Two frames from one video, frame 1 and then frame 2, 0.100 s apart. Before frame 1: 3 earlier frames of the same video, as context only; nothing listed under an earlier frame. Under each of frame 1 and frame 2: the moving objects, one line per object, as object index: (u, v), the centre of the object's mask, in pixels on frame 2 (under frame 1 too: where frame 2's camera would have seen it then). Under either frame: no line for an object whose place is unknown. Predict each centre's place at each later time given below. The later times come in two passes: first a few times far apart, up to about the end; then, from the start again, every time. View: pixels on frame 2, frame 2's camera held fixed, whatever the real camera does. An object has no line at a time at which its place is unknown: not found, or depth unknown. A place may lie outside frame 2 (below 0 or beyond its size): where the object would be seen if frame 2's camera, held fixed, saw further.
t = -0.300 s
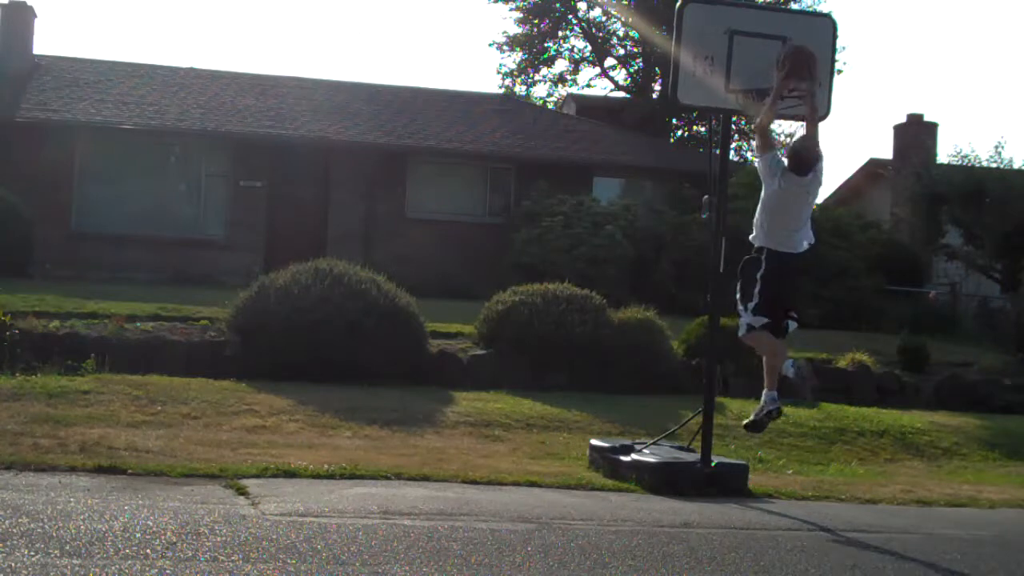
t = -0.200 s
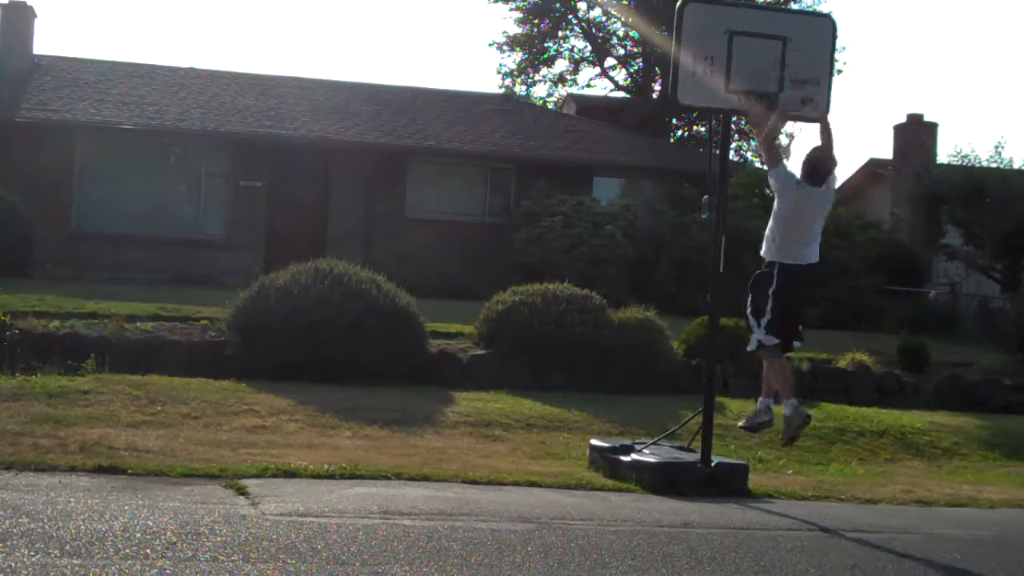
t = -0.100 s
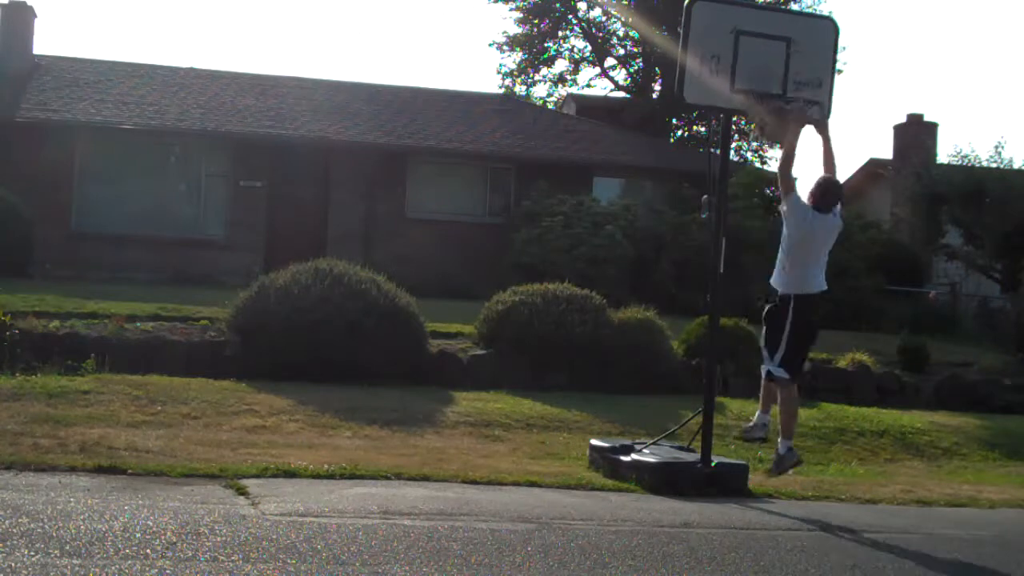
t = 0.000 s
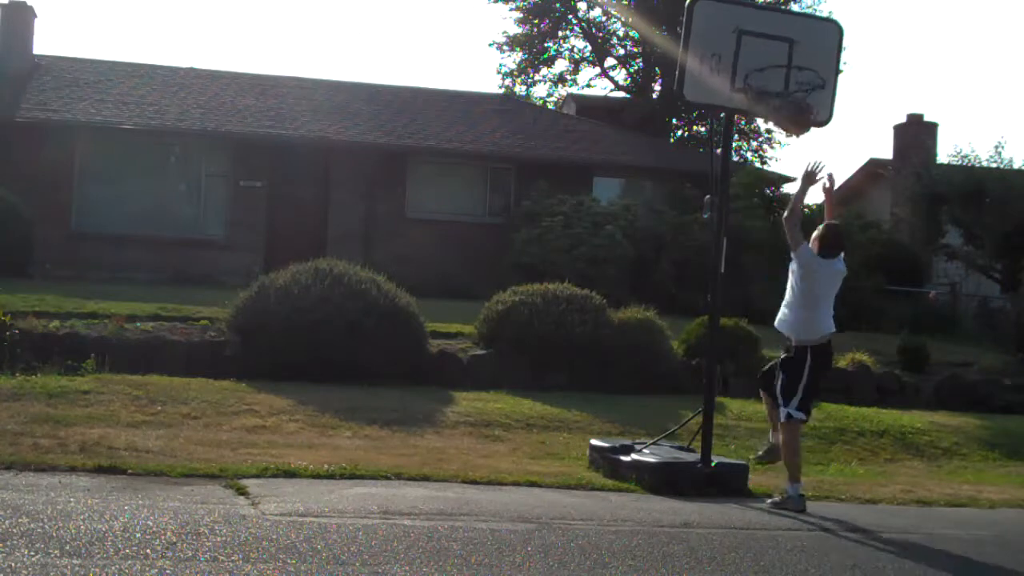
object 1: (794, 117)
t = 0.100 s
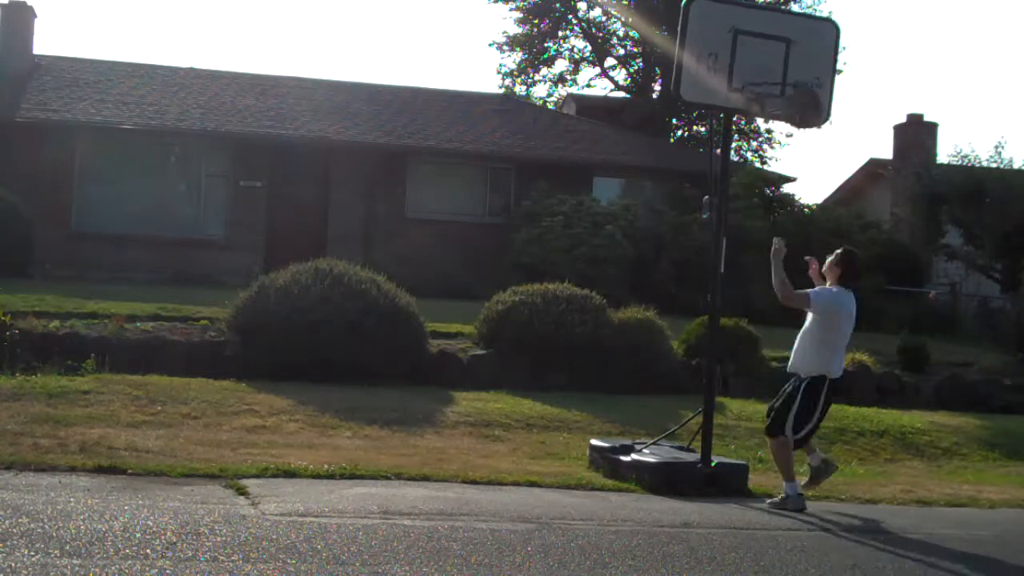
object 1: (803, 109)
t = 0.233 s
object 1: (769, 145)
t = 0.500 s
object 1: (709, 205)
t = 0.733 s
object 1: (661, 343)
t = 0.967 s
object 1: (619, 381)
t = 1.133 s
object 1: (588, 321)
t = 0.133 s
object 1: (795, 120)
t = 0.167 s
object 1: (786, 131)
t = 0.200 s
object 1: (776, 138)
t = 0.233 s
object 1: (769, 145)
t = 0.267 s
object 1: (760, 147)
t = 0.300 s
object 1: (754, 151)
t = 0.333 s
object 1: (745, 158)
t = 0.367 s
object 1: (737, 163)
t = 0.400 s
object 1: (730, 170)
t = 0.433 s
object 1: (723, 181)
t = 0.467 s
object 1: (714, 192)
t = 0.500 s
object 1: (709, 205)
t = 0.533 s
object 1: (699, 216)
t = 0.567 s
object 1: (692, 238)
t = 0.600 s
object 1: (688, 259)
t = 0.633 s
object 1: (682, 276)
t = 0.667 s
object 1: (675, 297)
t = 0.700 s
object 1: (669, 317)
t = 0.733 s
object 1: (661, 343)
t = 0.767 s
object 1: (652, 364)
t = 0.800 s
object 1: (647, 393)
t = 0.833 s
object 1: (641, 420)
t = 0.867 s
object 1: (635, 436)
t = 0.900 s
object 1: (629, 416)
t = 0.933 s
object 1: (624, 398)
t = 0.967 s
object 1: (619, 381)
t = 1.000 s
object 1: (613, 368)
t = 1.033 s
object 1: (608, 355)
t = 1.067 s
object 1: (602, 343)
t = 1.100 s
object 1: (596, 331)
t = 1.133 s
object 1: (588, 321)
